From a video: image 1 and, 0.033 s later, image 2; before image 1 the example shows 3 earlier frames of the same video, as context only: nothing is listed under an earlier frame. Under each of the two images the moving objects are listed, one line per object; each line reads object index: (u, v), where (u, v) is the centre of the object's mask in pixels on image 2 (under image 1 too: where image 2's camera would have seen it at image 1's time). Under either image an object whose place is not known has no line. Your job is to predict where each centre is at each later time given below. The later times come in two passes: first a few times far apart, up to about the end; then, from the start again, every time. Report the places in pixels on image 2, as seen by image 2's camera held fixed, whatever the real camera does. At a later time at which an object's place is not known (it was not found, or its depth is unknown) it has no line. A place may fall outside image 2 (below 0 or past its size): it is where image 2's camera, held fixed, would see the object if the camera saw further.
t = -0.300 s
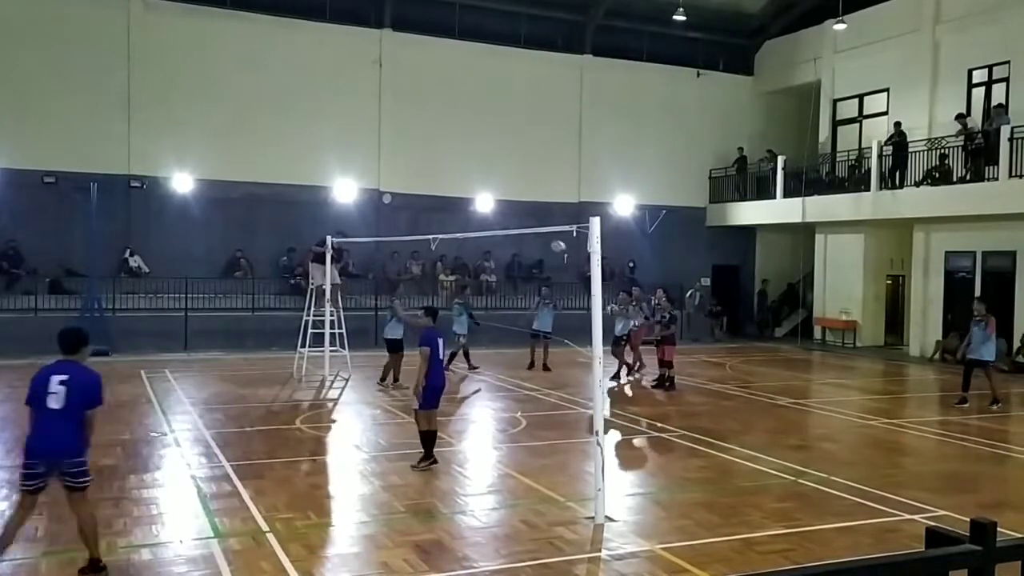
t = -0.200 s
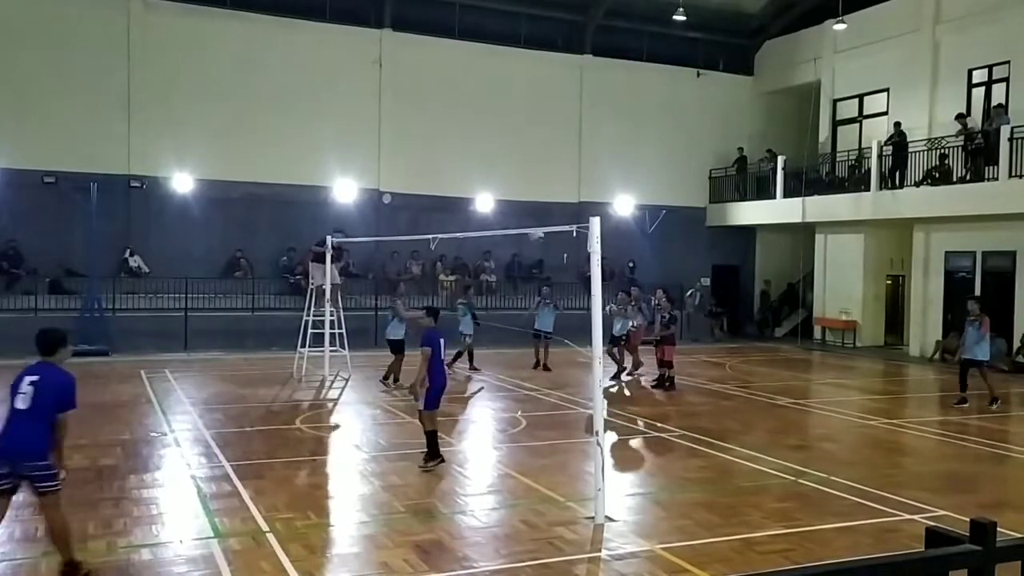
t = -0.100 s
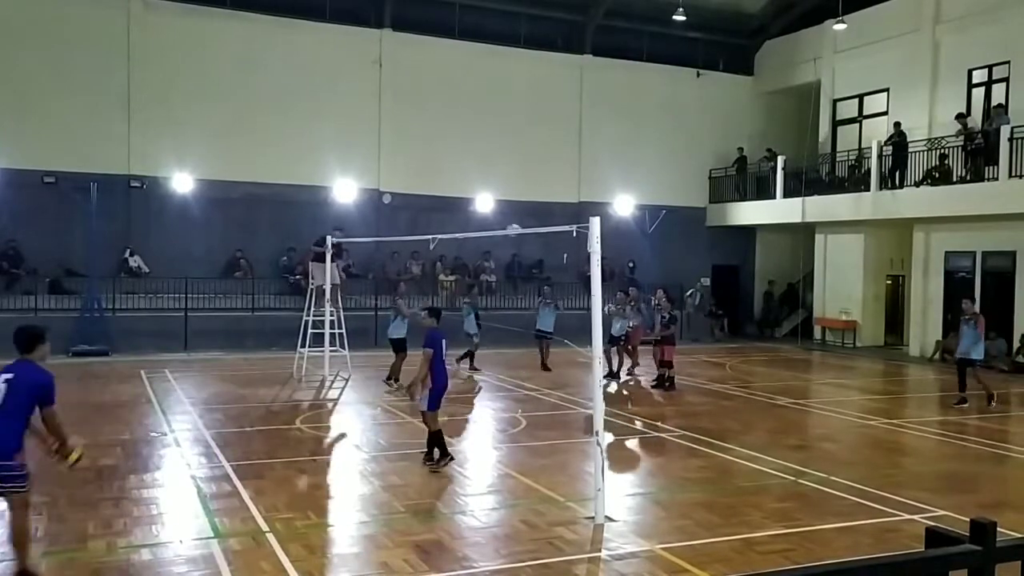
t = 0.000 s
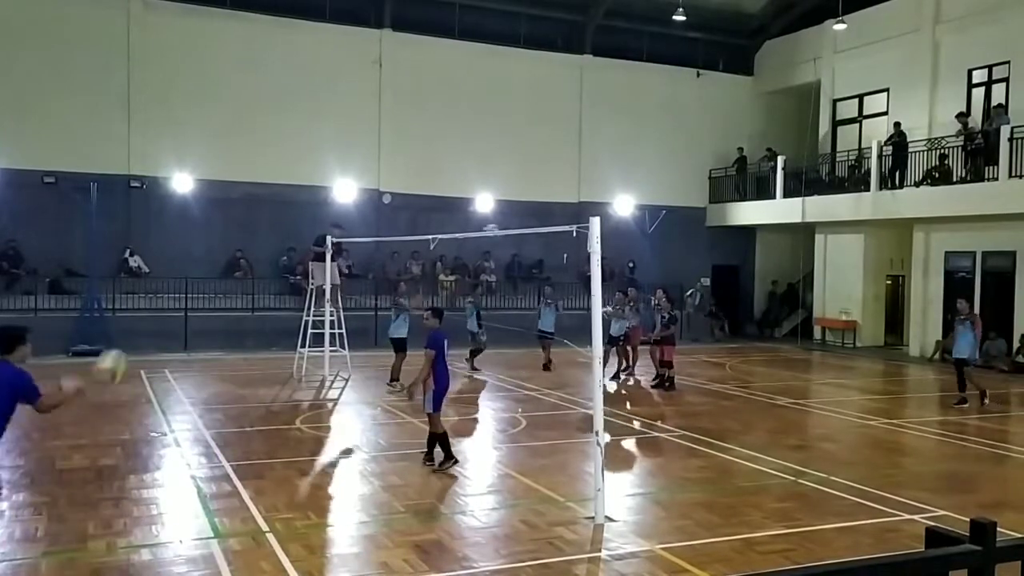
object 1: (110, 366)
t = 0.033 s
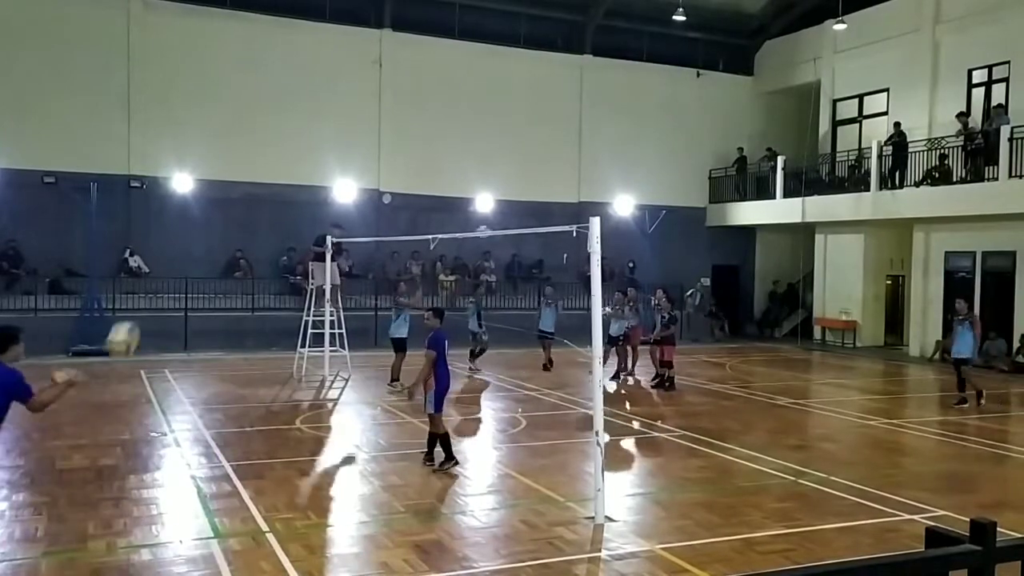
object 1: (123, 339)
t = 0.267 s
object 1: (198, 199)
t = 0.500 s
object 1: (257, 143)
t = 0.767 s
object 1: (315, 159)
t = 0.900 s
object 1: (335, 194)
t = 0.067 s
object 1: (135, 314)
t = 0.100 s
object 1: (146, 289)
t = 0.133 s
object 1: (156, 266)
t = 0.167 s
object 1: (166, 248)
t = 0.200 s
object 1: (178, 229)
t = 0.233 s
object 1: (188, 213)
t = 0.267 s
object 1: (198, 199)
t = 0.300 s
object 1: (209, 186)
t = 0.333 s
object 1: (216, 175)
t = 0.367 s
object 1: (223, 165)
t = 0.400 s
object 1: (232, 158)
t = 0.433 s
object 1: (241, 150)
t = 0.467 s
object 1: (249, 146)
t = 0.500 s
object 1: (257, 143)
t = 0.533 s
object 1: (264, 140)
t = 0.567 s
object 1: (271, 139)
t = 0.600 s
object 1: (279, 140)
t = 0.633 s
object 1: (286, 141)
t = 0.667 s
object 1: (294, 144)
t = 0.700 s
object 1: (301, 148)
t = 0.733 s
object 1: (308, 153)
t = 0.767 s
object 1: (315, 159)
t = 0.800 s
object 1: (322, 167)
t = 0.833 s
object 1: (327, 175)
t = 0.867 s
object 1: (329, 186)
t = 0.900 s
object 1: (335, 194)
